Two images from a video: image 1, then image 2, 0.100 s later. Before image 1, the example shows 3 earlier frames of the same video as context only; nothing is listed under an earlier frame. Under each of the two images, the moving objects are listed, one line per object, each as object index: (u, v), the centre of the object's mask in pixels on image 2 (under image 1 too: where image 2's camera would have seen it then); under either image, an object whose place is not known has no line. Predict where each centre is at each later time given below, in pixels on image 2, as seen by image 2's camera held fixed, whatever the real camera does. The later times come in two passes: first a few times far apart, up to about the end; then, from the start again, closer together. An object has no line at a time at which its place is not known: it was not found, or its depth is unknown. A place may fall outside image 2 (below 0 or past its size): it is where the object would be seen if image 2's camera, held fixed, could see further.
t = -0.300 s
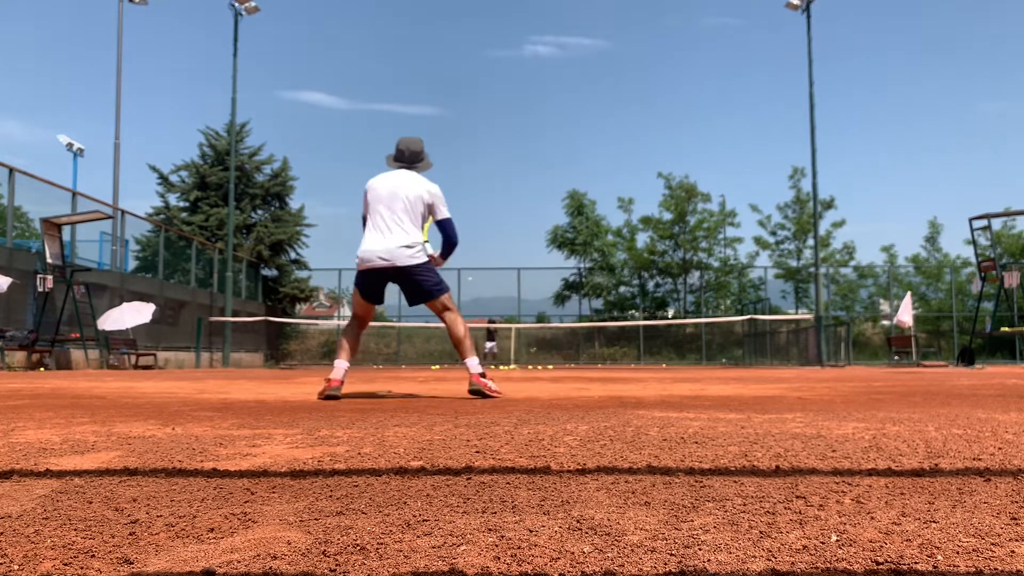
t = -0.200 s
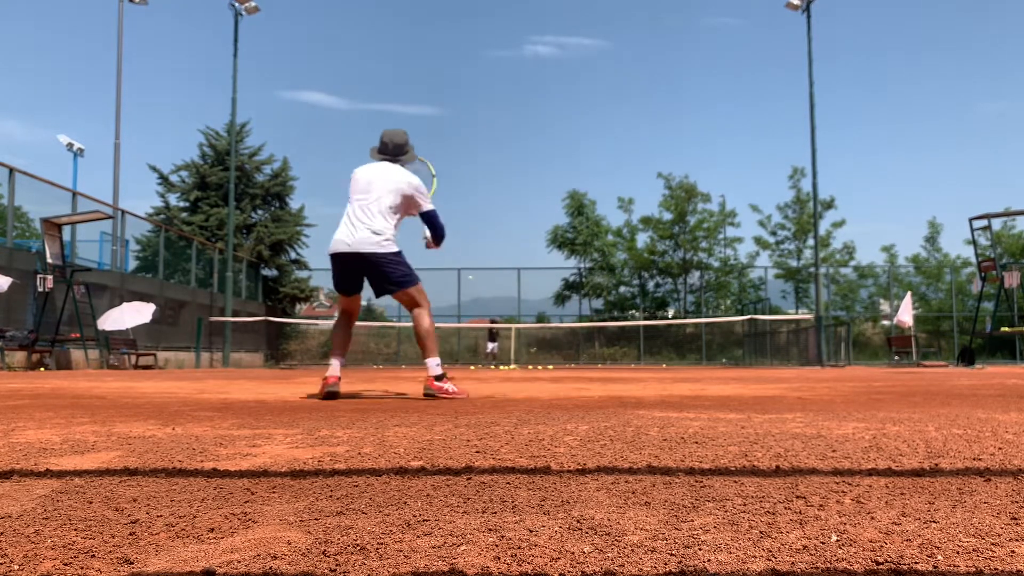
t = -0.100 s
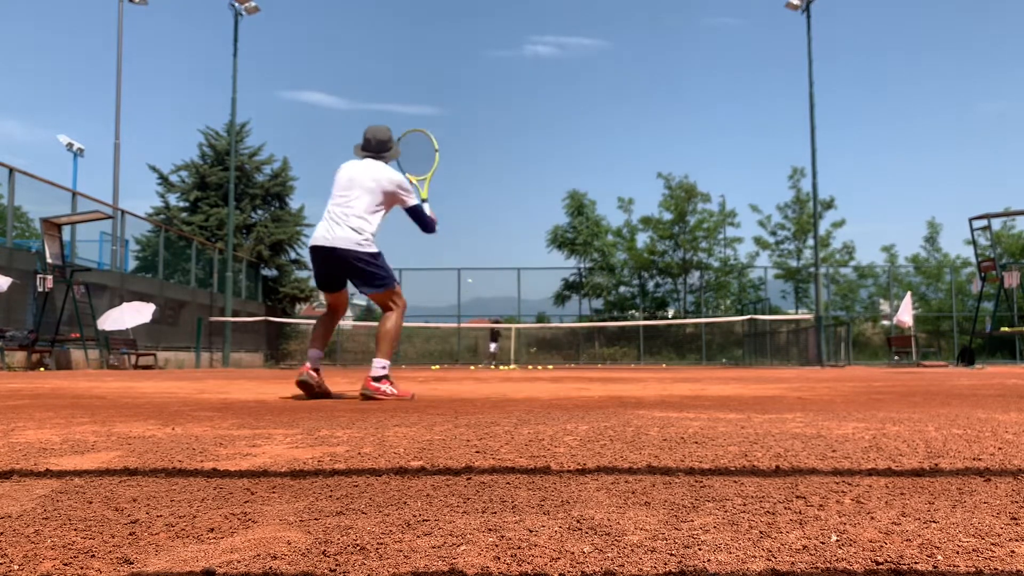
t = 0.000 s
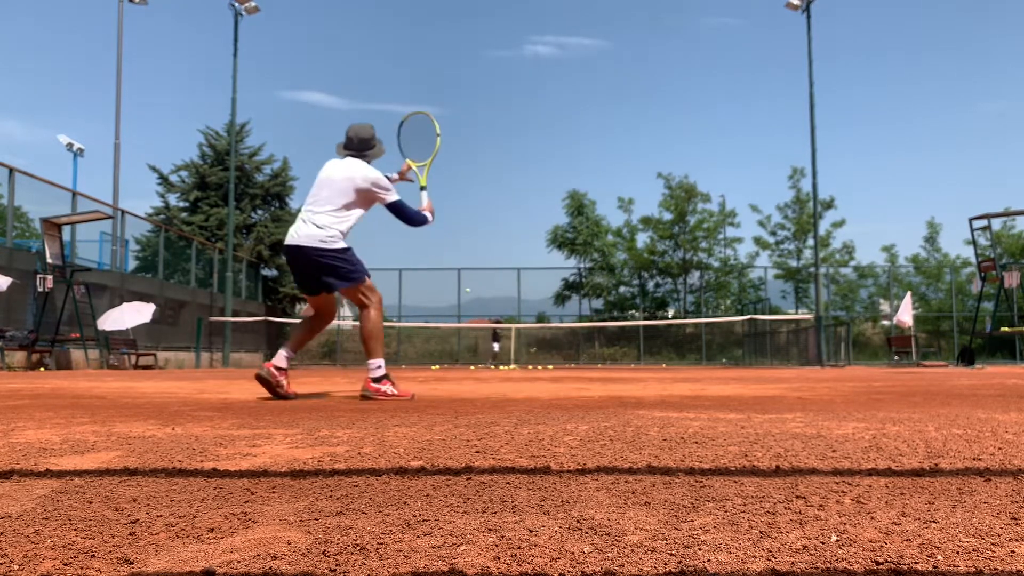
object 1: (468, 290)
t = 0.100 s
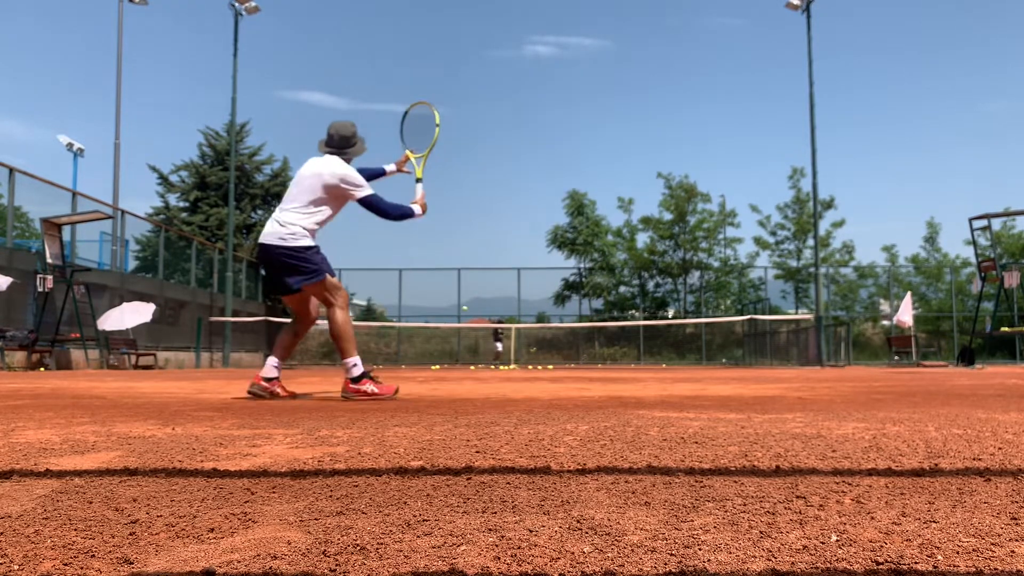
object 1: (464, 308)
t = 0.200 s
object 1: (459, 337)
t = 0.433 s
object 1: (450, 314)
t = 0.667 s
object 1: (441, 246)
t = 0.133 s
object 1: (463, 316)
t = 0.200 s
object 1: (459, 337)
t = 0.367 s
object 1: (452, 339)
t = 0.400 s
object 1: (451, 326)
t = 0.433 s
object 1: (450, 314)
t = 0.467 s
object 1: (449, 303)
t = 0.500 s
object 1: (448, 292)
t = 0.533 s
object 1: (447, 282)
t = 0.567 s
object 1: (446, 272)
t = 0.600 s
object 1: (444, 262)
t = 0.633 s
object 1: (443, 254)
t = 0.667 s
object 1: (441, 246)
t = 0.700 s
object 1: (439, 238)
